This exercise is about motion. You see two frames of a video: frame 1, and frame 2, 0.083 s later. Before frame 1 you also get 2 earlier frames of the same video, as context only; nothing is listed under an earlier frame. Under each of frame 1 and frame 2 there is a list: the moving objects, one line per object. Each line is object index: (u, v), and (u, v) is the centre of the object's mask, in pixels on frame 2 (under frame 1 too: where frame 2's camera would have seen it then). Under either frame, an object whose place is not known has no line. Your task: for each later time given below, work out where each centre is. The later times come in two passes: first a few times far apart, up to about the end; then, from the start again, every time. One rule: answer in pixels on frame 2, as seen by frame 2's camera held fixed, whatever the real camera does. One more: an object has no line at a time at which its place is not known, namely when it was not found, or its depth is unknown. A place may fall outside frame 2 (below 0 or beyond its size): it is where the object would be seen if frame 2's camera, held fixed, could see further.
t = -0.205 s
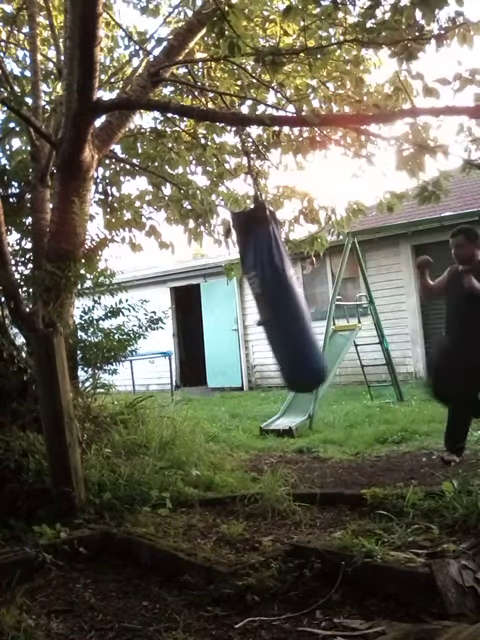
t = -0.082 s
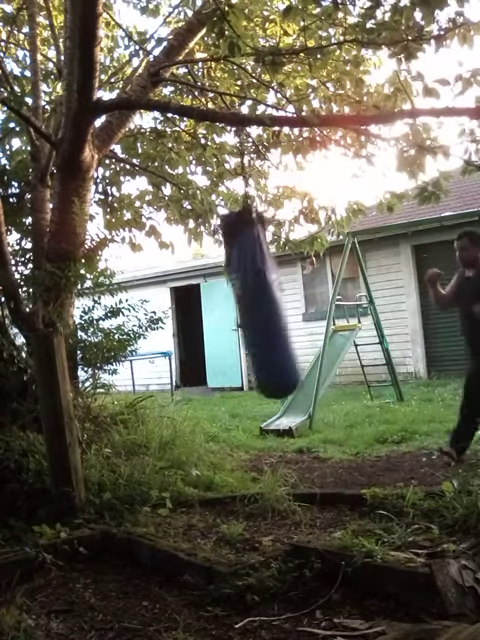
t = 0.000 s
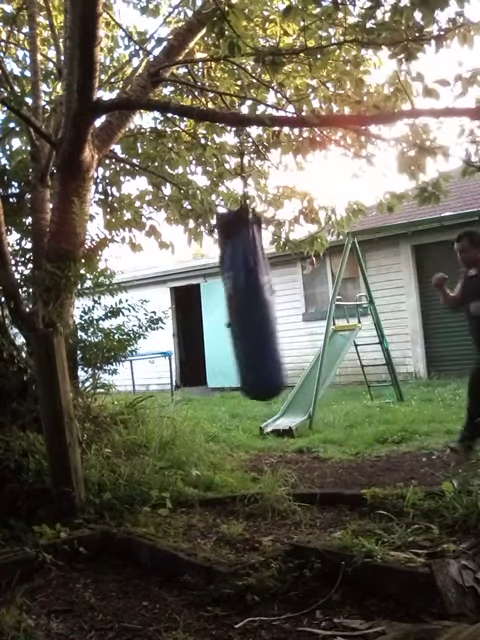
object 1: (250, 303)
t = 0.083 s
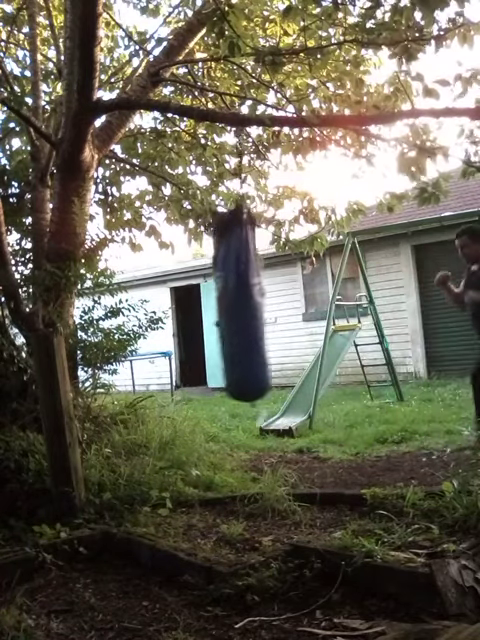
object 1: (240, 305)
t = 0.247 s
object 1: (220, 303)
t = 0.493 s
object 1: (202, 301)
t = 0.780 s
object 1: (204, 301)
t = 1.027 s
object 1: (224, 305)
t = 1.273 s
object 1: (255, 303)
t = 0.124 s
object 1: (234, 304)
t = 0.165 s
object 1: (229, 305)
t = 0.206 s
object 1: (224, 304)
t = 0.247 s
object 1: (220, 303)
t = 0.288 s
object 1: (216, 303)
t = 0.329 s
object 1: (212, 304)
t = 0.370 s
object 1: (209, 303)
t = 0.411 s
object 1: (206, 303)
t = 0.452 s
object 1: (204, 301)
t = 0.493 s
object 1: (202, 301)
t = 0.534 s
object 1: (201, 301)
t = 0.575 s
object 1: (201, 301)
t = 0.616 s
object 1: (200, 300)
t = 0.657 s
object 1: (200, 301)
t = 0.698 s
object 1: (201, 301)
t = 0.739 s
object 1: (202, 301)
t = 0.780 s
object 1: (204, 301)
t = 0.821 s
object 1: (206, 302)
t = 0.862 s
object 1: (208, 303)
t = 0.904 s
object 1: (211, 304)
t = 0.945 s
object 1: (216, 303)
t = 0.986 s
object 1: (220, 304)
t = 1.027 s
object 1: (224, 305)
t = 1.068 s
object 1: (230, 304)
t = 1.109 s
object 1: (235, 304)
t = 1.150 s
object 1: (240, 304)
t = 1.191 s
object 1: (245, 304)
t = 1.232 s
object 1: (250, 304)
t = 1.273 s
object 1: (255, 303)
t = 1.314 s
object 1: (260, 303)
